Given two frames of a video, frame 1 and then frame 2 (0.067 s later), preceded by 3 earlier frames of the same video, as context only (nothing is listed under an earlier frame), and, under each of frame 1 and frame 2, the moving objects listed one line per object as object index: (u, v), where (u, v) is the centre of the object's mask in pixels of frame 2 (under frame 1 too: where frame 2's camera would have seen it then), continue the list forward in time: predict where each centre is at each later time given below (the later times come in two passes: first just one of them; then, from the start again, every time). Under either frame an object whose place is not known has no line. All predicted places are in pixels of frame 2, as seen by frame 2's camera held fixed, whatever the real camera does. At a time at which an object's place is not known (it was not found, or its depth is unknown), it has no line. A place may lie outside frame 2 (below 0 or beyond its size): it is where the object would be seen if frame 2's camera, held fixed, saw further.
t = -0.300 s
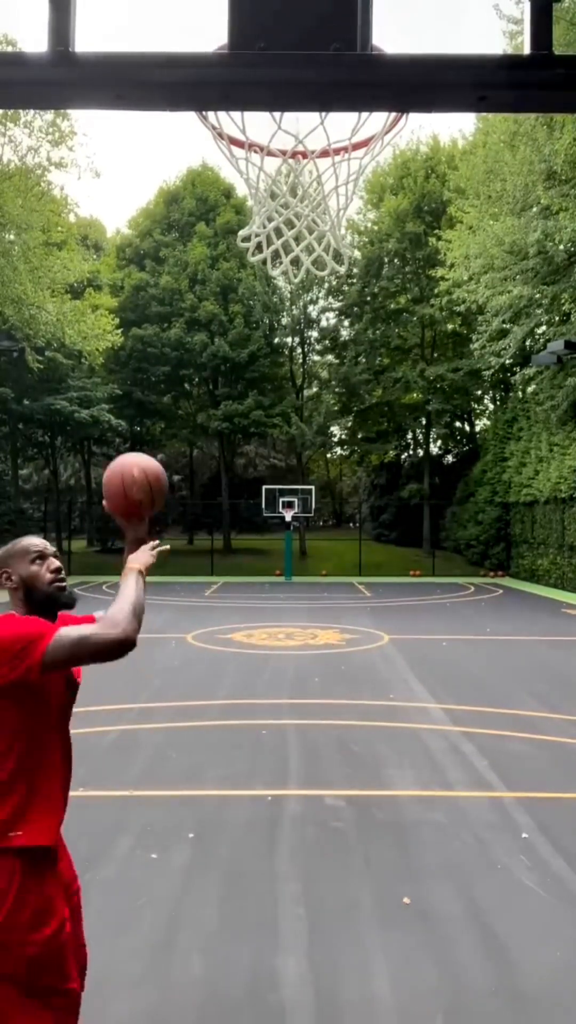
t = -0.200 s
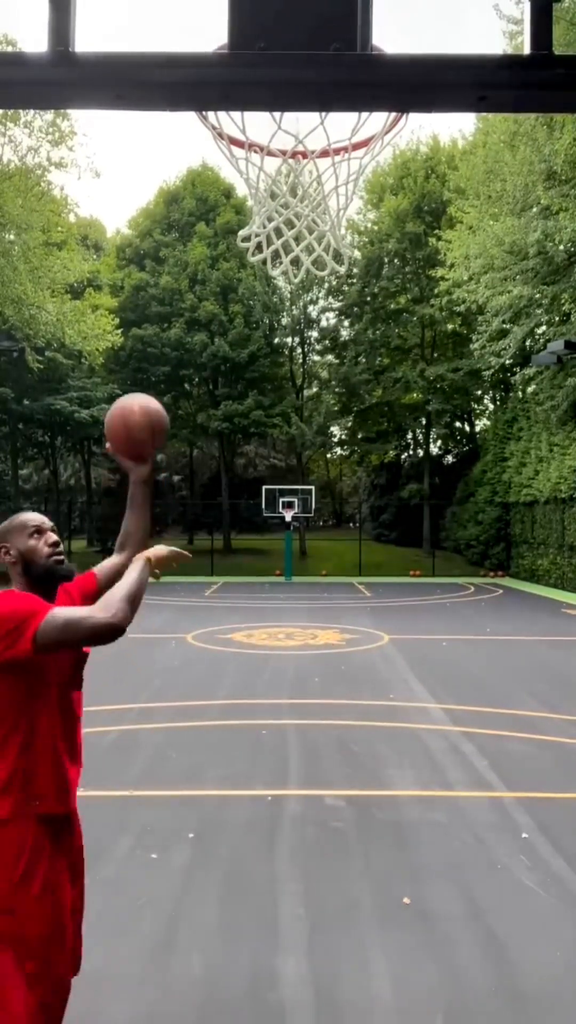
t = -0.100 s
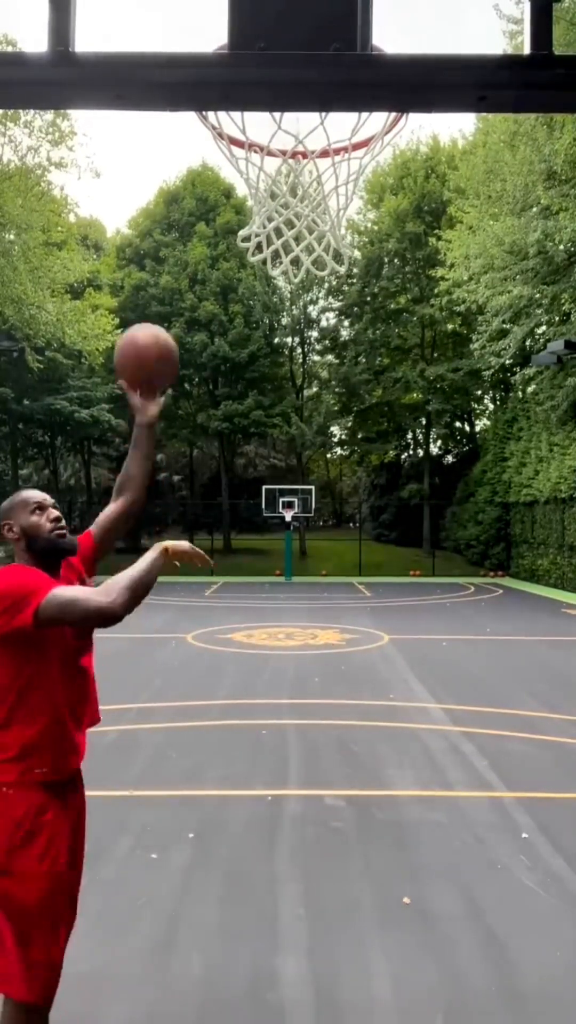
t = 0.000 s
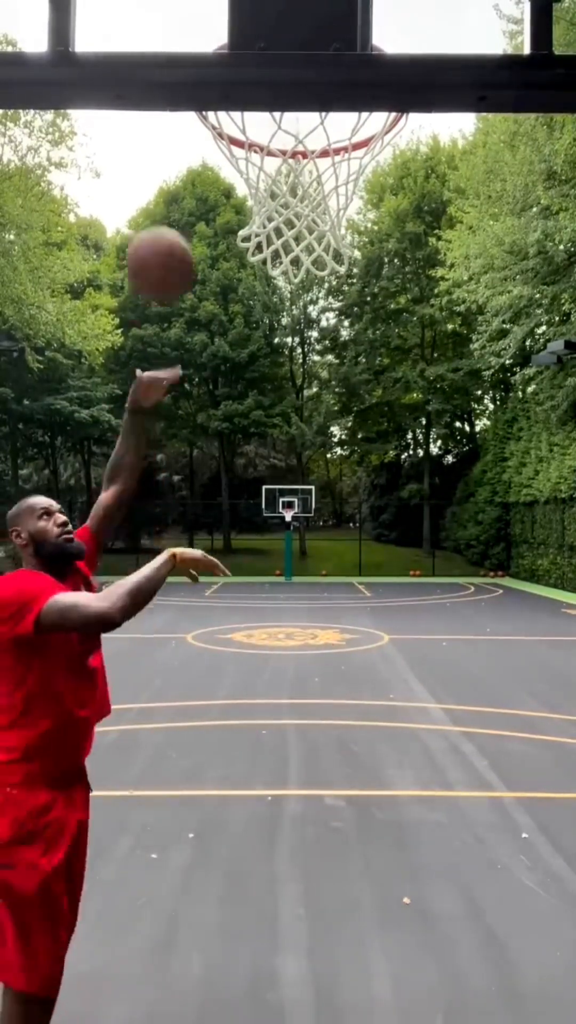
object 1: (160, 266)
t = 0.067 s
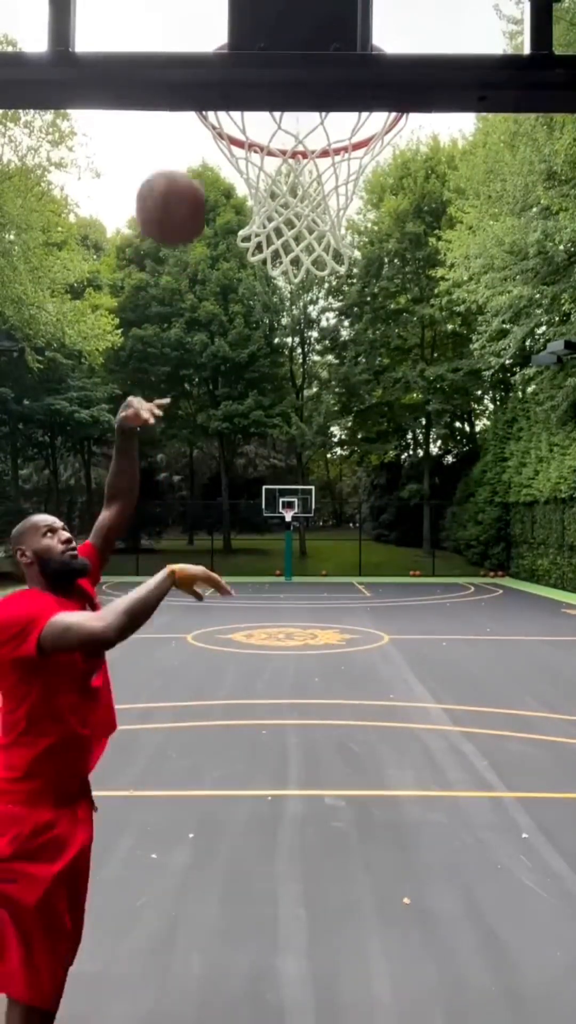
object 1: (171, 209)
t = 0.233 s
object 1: (204, 126)
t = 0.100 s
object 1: (178, 183)
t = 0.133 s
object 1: (183, 158)
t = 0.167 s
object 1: (187, 143)
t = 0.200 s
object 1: (196, 133)
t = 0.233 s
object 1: (204, 126)
